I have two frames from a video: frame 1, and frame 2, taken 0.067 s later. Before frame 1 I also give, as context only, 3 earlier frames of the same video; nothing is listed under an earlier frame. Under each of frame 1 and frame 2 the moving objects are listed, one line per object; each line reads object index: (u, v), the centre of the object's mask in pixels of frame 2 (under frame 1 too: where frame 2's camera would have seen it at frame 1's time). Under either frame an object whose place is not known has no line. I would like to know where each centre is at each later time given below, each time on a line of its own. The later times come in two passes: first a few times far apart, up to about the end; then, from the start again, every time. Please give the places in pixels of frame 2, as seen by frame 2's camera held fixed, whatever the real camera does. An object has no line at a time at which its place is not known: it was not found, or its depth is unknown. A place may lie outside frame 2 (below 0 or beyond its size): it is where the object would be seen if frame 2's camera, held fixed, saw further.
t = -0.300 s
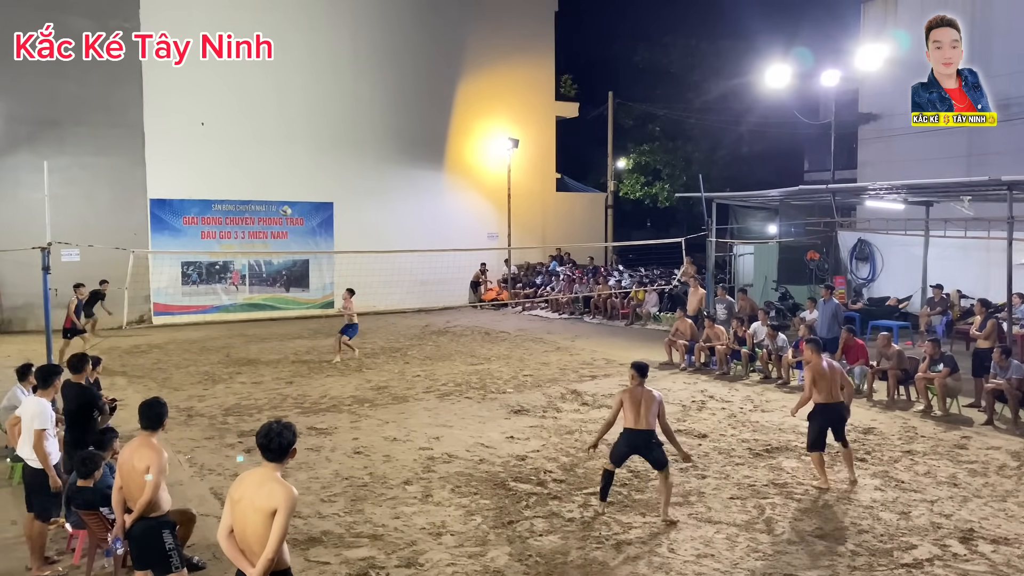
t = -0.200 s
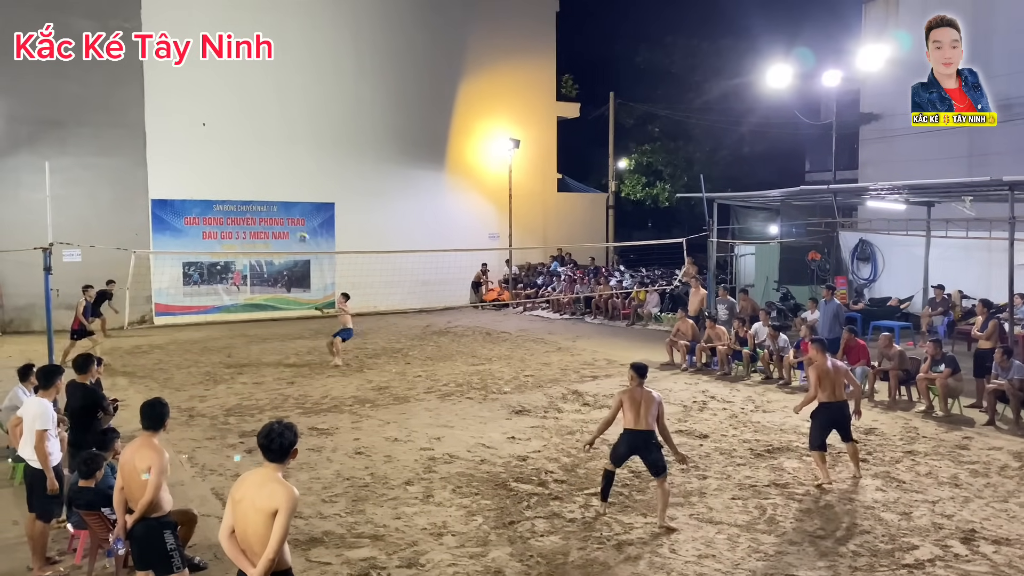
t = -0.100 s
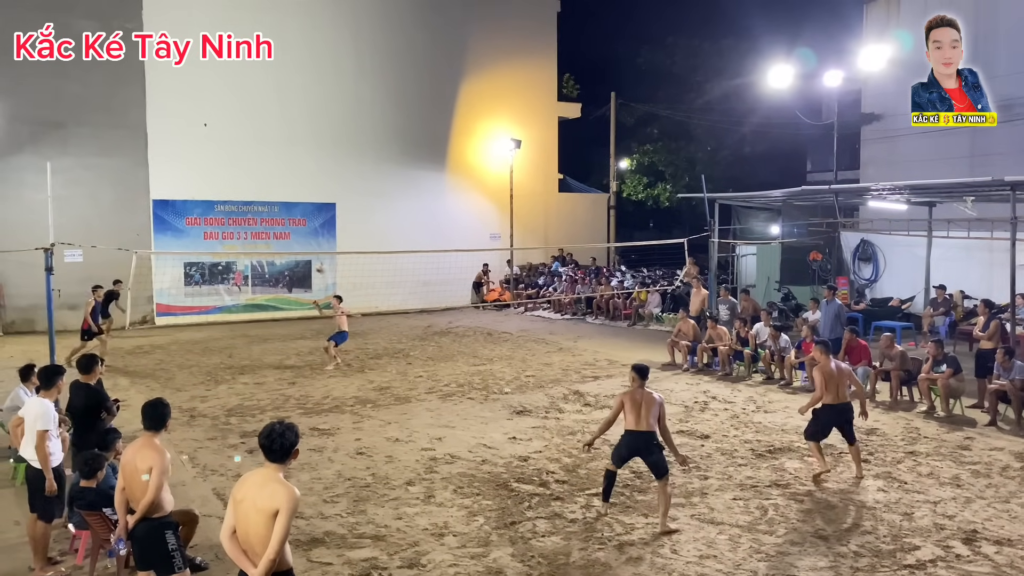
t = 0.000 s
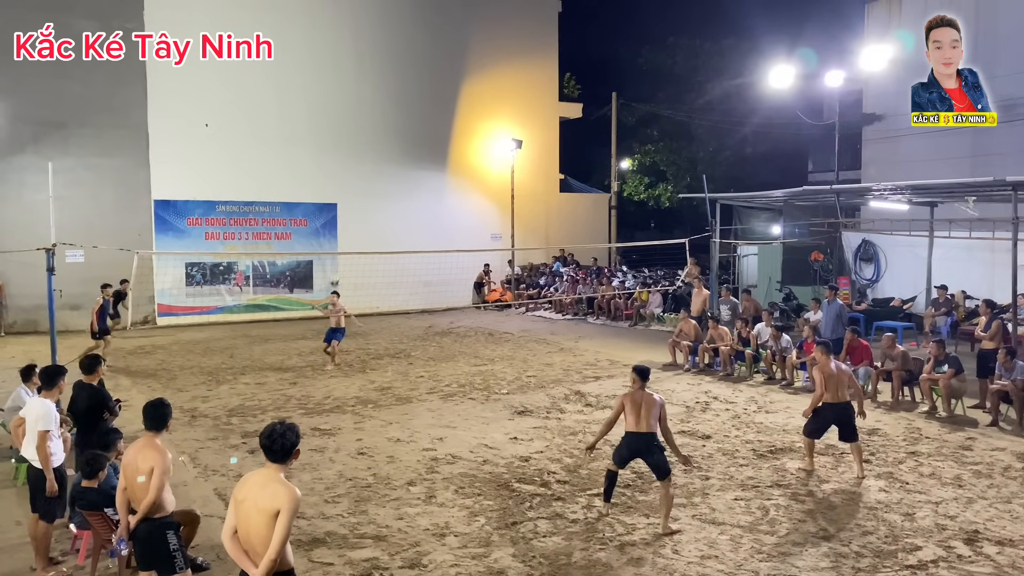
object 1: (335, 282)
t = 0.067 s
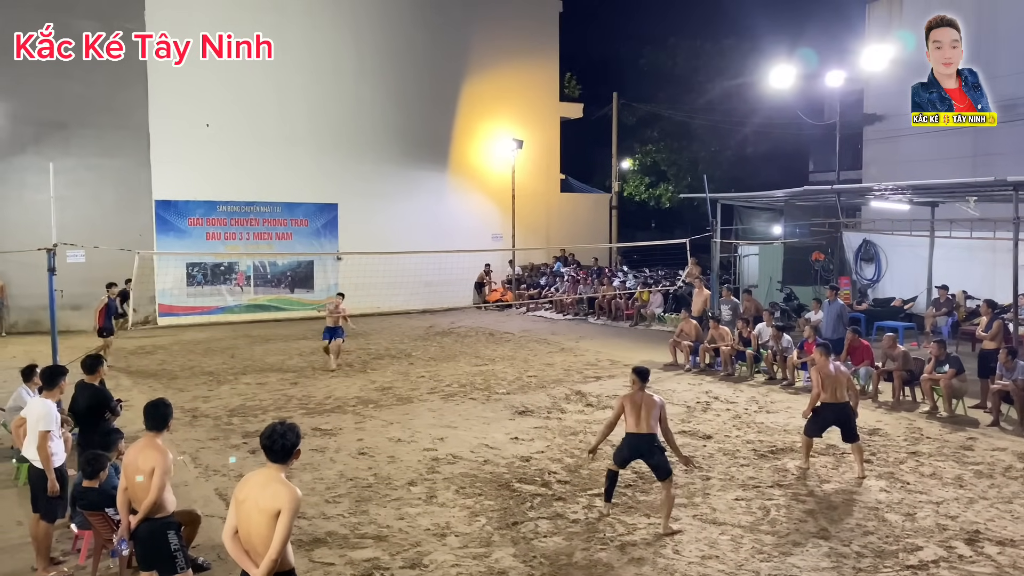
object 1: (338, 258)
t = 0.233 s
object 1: (349, 196)
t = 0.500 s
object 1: (370, 119)
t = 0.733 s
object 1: (394, 77)
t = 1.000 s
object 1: (430, 71)
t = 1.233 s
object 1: (471, 119)
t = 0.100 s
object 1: (340, 243)
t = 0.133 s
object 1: (342, 231)
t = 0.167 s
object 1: (345, 220)
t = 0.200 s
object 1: (347, 209)
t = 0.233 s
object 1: (349, 196)
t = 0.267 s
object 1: (351, 185)
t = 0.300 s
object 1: (354, 175)
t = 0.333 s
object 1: (356, 164)
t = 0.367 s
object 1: (359, 154)
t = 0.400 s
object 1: (362, 146)
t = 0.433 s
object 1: (365, 136)
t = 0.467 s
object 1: (367, 127)
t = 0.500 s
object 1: (370, 119)
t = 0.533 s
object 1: (373, 111)
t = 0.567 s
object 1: (376, 104)
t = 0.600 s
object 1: (380, 98)
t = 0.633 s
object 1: (383, 91)
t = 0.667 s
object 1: (387, 86)
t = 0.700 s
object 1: (390, 81)
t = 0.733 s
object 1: (394, 77)
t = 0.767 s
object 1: (398, 73)
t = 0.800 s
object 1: (402, 70)
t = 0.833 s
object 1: (406, 68)
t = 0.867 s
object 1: (411, 67)
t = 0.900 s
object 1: (415, 67)
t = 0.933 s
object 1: (420, 67)
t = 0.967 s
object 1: (425, 69)
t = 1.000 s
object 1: (430, 71)
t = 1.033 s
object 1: (436, 75)
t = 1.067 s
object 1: (441, 79)
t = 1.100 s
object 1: (446, 84)
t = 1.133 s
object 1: (452, 91)
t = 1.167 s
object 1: (458, 99)
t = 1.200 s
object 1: (464, 109)
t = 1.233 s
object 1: (471, 119)
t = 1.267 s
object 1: (478, 132)
